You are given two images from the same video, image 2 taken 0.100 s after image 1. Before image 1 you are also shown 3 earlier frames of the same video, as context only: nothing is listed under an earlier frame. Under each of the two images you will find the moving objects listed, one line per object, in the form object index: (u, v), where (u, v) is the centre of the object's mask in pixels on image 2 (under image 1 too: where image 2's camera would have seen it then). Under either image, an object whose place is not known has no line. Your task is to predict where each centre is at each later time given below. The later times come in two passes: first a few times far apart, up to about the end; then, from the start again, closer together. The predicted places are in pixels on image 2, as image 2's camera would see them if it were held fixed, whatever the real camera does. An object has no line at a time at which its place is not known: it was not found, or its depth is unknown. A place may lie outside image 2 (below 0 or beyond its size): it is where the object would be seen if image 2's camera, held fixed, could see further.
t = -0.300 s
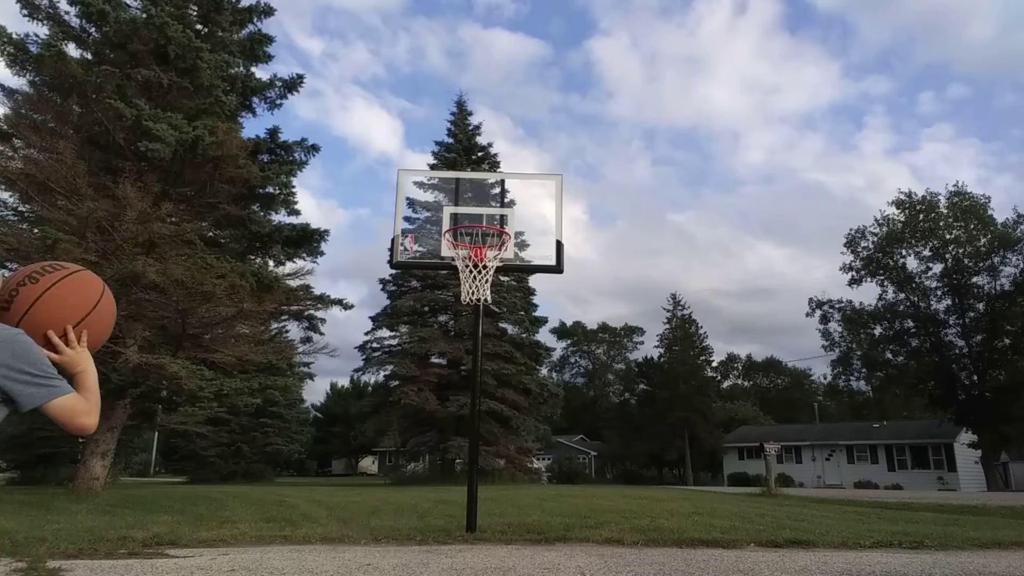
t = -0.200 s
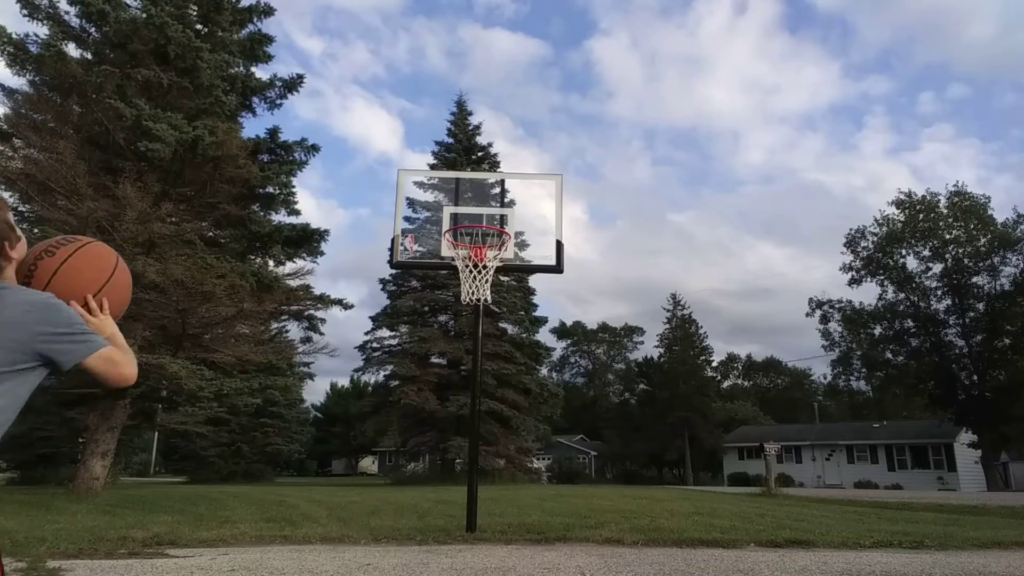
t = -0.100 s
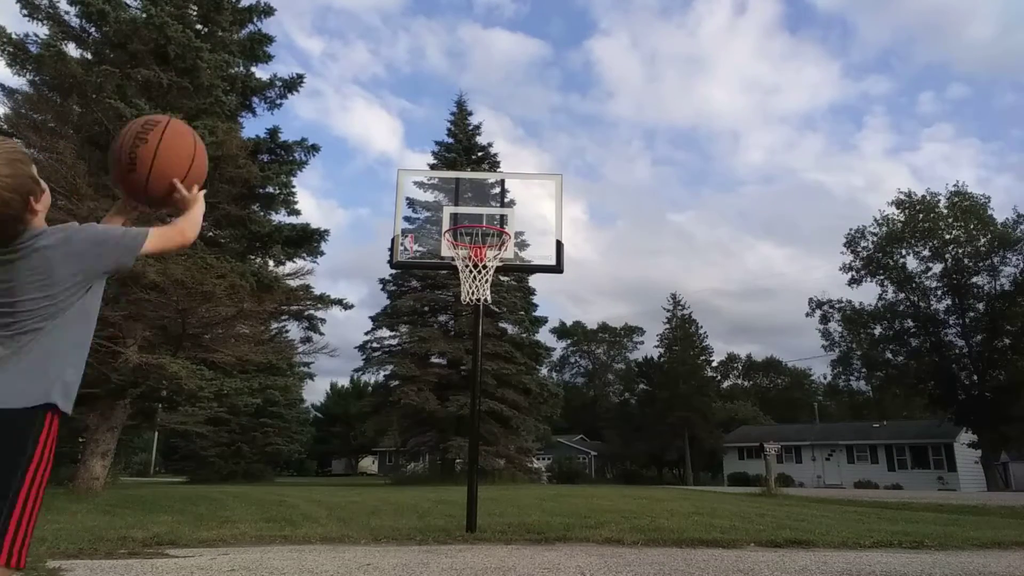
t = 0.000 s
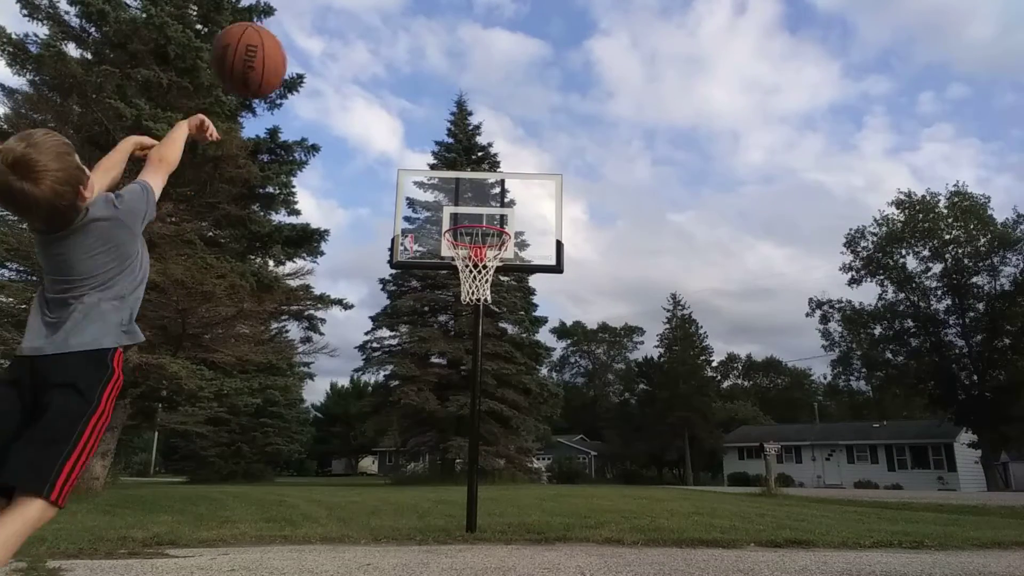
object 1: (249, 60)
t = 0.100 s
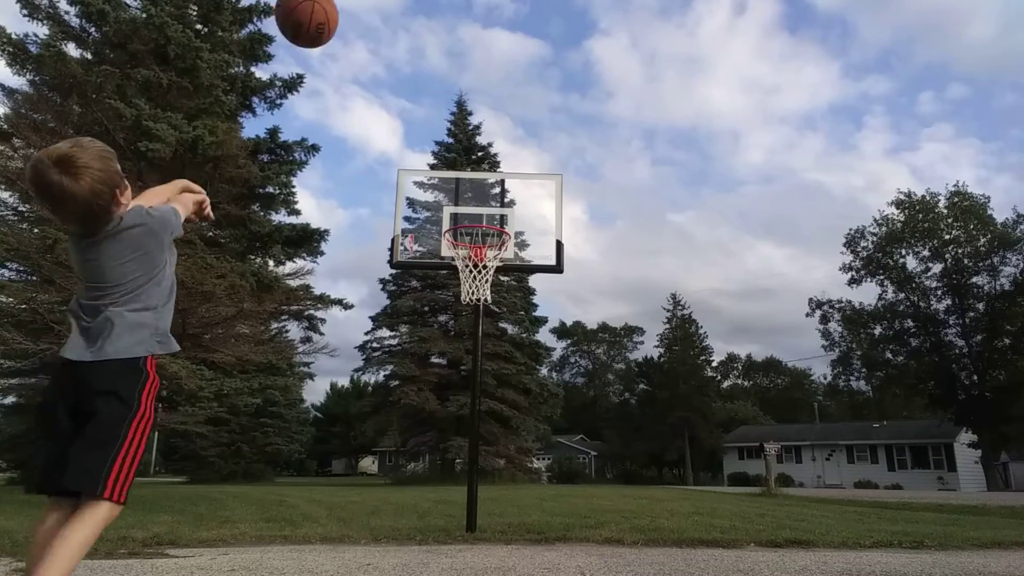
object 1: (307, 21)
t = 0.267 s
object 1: (370, 13)
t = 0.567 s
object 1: (435, 86)
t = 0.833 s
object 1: (471, 230)
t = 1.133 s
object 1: (502, 453)
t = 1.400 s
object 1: (519, 401)
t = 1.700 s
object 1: (532, 305)
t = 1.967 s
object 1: (541, 312)
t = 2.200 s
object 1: (550, 373)
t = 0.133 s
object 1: (323, 17)
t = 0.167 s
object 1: (336, 14)
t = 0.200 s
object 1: (349, 13)
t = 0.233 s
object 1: (360, 12)
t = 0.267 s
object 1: (370, 13)
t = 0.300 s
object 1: (380, 14)
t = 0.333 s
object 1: (388, 16)
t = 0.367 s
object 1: (396, 20)
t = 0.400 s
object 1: (403, 27)
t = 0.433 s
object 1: (410, 36)
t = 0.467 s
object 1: (417, 47)
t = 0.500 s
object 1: (423, 59)
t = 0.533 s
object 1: (429, 72)
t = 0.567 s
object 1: (435, 86)
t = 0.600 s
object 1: (441, 100)
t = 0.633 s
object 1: (445, 116)
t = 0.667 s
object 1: (450, 132)
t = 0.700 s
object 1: (455, 150)
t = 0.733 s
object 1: (459, 169)
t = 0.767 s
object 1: (464, 188)
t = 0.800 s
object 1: (468, 208)
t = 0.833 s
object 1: (471, 230)
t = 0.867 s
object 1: (476, 251)
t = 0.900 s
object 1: (479, 275)
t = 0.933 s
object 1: (483, 297)
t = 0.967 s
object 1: (486, 321)
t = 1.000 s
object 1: (489, 345)
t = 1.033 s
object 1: (493, 371)
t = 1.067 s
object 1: (495, 397)
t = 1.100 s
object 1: (498, 425)
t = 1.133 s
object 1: (502, 453)
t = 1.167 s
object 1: (504, 482)
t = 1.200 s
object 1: (508, 513)
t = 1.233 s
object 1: (510, 521)
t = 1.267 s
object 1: (512, 492)
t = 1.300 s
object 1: (514, 465)
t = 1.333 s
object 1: (516, 441)
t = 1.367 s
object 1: (517, 420)
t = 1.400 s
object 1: (519, 401)
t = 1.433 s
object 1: (520, 384)
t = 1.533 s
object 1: (525, 343)
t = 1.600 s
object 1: (528, 324)
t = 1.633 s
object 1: (529, 317)
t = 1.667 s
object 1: (531, 311)
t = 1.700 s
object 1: (532, 305)
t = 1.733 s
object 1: (533, 303)
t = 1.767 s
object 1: (534, 301)
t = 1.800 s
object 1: (534, 300)
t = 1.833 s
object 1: (537, 300)
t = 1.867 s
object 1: (538, 301)
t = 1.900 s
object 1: (538, 304)
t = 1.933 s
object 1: (541, 307)
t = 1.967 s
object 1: (541, 312)
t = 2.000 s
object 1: (542, 317)
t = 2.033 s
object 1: (544, 324)
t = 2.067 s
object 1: (545, 332)
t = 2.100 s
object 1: (546, 341)
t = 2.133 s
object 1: (547, 350)
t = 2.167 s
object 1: (549, 361)
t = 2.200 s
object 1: (550, 373)
